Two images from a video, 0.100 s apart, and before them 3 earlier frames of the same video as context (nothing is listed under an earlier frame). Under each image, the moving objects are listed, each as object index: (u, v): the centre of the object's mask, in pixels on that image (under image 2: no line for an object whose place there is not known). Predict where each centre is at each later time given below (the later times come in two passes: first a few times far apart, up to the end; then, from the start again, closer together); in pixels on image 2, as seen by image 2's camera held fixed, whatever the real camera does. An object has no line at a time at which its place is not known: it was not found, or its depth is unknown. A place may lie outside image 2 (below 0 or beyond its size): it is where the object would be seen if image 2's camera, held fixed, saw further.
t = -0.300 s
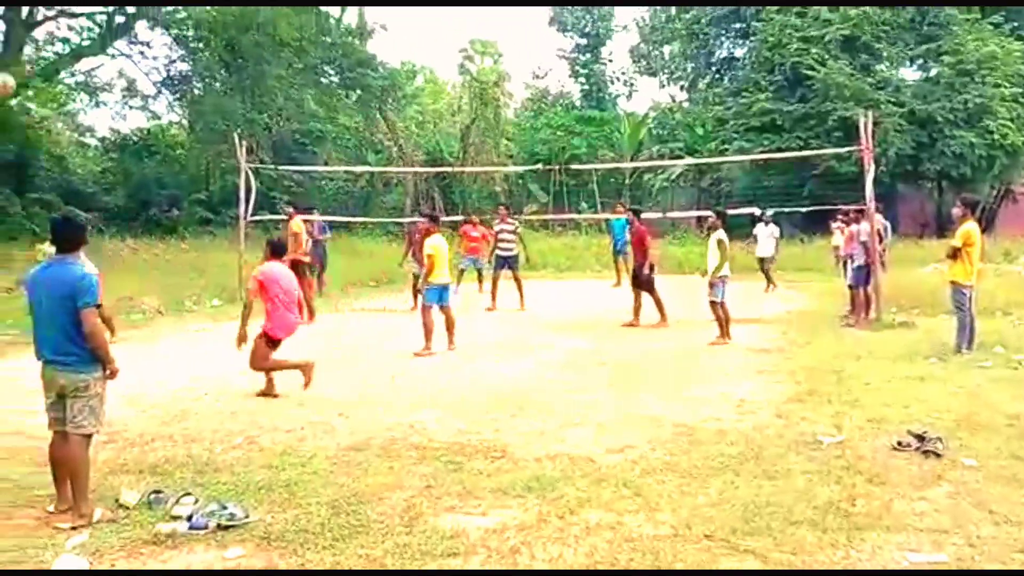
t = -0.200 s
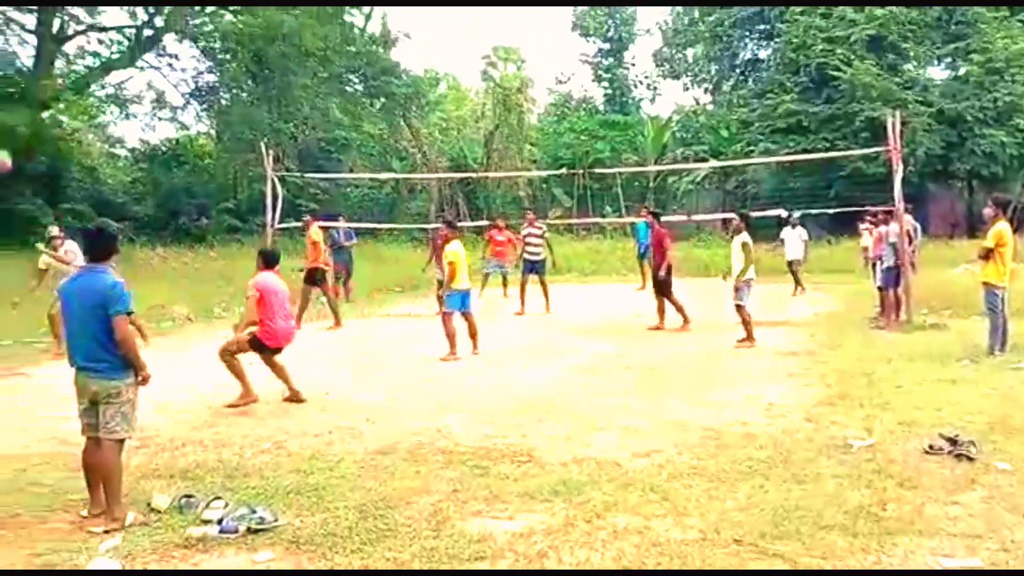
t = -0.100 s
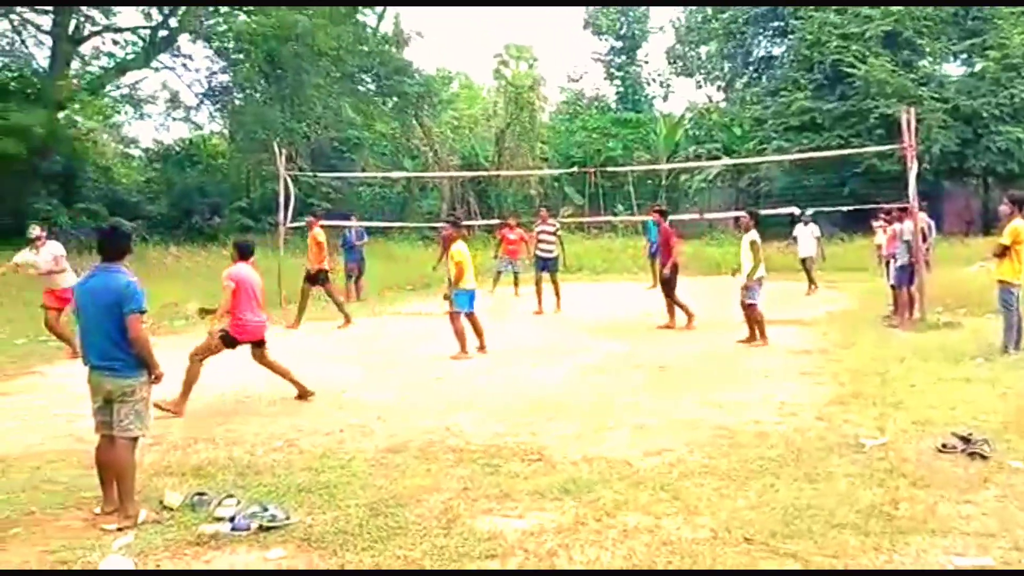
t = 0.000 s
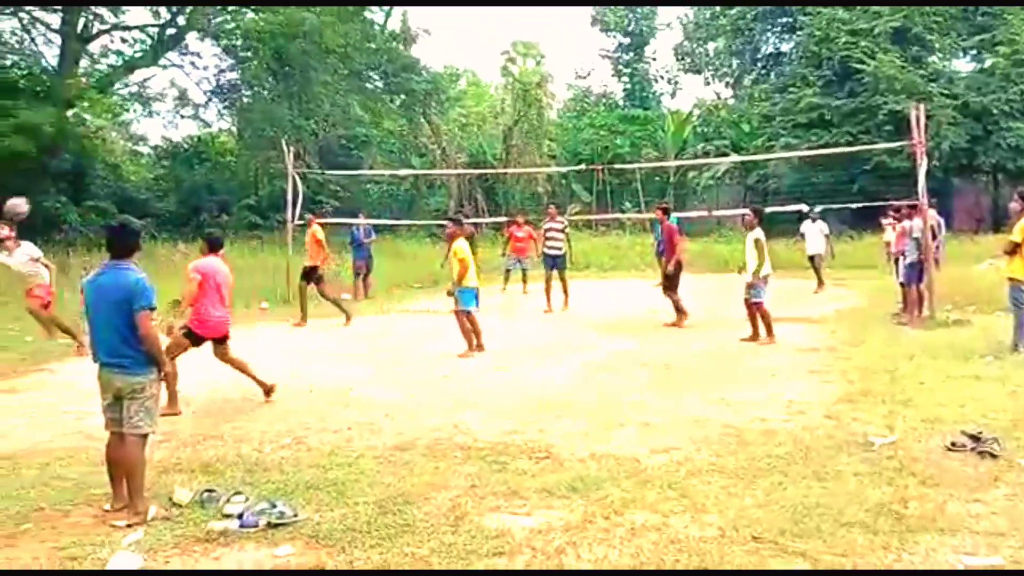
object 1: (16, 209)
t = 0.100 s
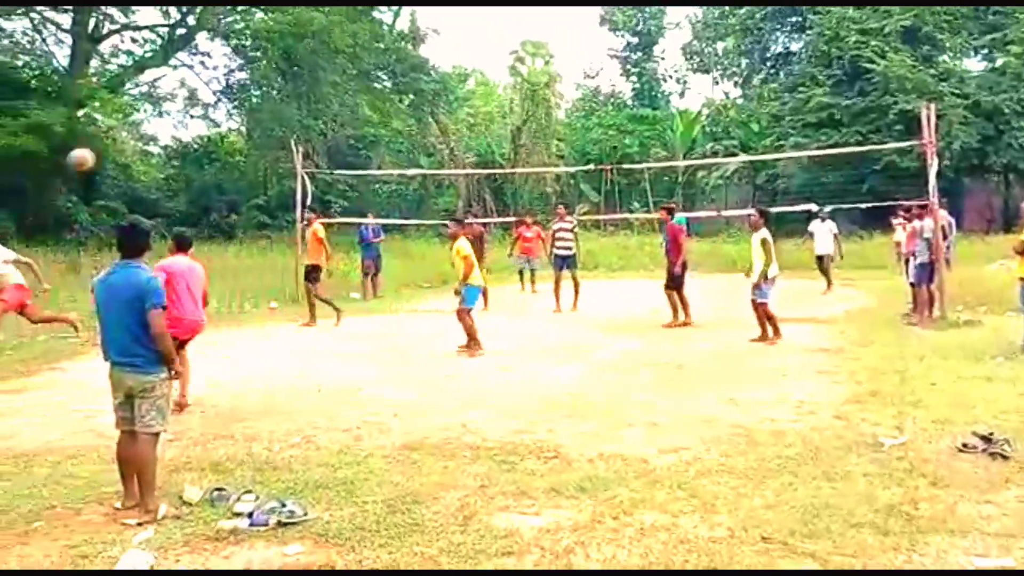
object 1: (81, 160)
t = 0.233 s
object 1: (158, 110)
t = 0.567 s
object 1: (385, 67)
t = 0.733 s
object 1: (510, 101)
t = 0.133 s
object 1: (100, 147)
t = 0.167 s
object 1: (119, 130)
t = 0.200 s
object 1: (138, 120)
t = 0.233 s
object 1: (158, 110)
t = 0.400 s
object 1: (265, 71)
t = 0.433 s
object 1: (291, 68)
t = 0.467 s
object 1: (316, 65)
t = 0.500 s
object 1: (338, 64)
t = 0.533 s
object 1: (361, 64)
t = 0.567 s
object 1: (385, 67)
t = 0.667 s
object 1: (459, 88)
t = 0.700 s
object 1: (484, 94)
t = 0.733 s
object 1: (510, 101)
